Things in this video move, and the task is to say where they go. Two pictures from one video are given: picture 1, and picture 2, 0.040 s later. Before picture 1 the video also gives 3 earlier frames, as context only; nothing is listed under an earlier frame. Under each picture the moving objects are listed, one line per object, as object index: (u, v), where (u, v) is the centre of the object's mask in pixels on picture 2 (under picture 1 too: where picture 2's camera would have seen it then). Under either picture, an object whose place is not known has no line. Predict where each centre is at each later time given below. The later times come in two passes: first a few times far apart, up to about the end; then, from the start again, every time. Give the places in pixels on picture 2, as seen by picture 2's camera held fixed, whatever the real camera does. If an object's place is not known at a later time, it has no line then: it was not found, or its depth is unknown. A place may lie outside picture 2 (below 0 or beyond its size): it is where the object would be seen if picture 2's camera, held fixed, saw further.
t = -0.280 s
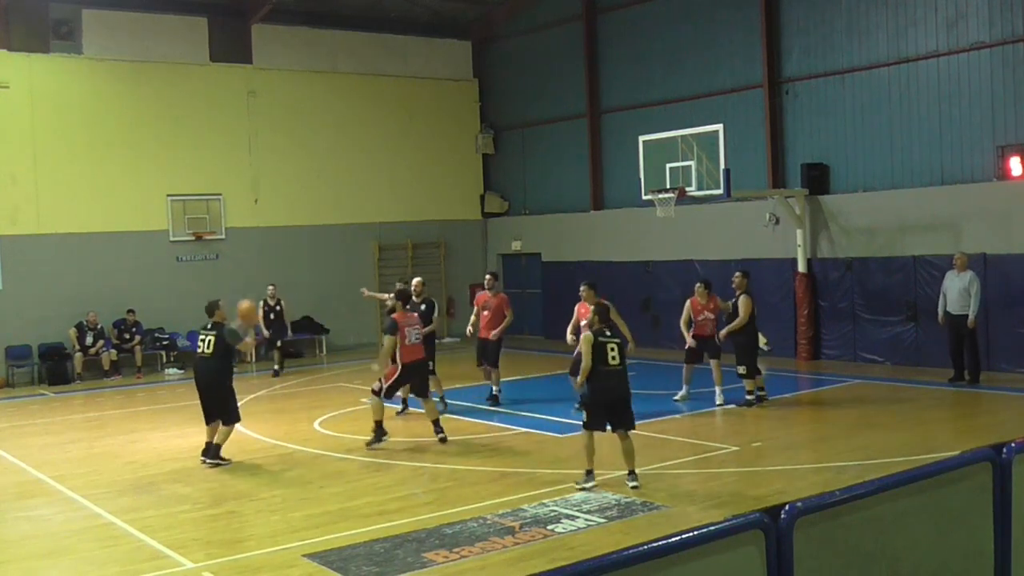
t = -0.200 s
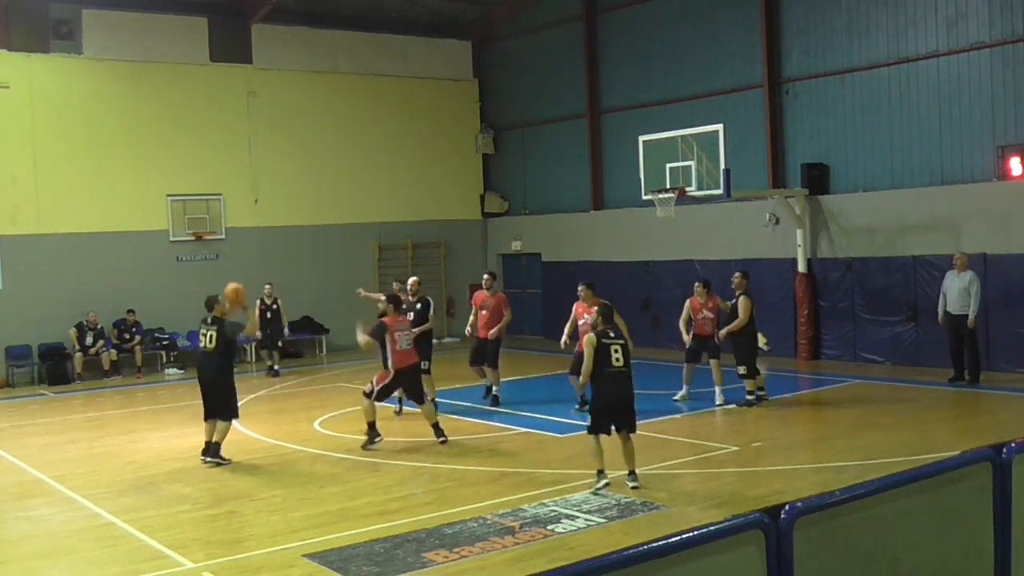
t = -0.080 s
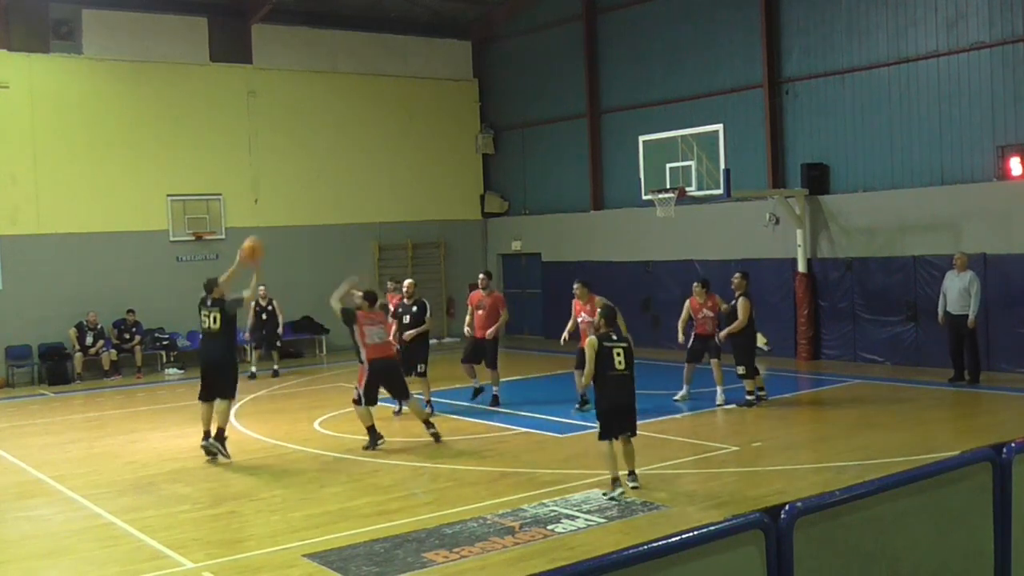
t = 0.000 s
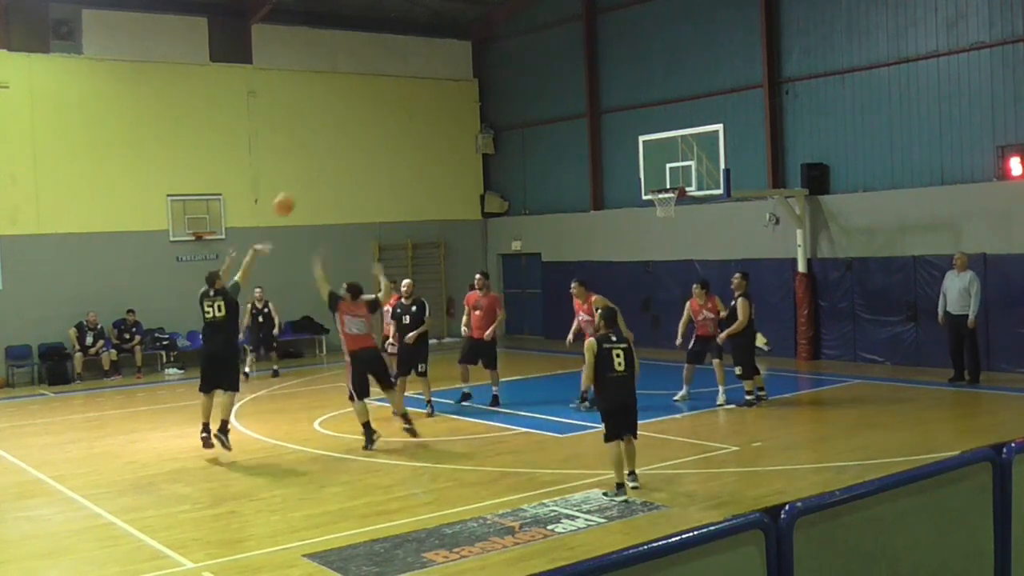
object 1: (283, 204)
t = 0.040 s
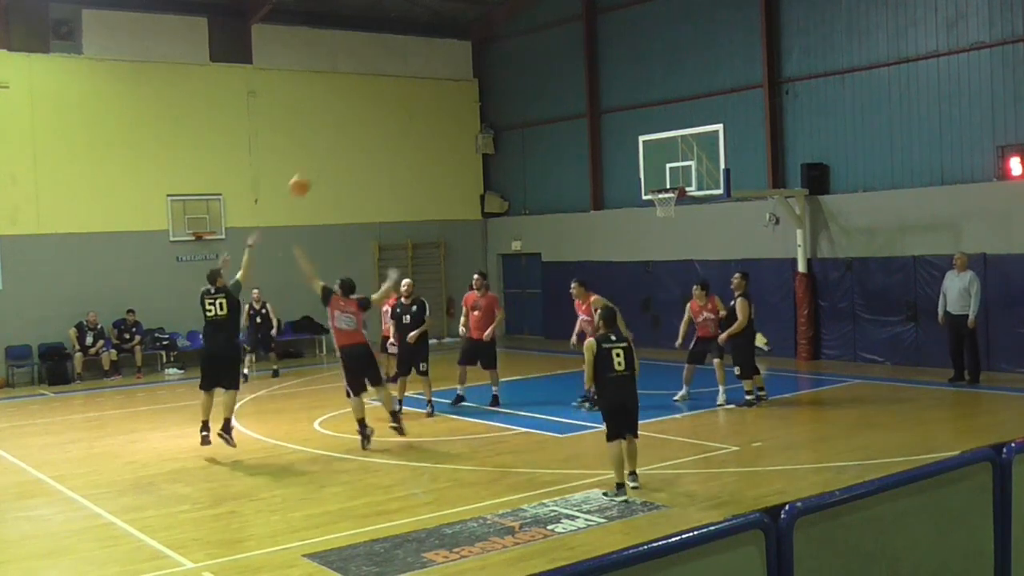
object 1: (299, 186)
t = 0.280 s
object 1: (388, 101)
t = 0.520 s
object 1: (467, 70)
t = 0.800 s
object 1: (548, 86)
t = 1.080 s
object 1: (618, 150)
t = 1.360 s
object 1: (619, 163)
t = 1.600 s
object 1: (583, 161)
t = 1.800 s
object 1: (558, 183)
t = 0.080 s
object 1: (315, 168)
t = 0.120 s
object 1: (330, 151)
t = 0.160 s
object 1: (346, 137)
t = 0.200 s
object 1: (359, 124)
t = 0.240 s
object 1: (374, 112)
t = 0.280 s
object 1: (388, 101)
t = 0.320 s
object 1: (401, 93)
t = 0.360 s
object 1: (415, 87)
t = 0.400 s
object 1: (428, 80)
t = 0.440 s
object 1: (441, 75)
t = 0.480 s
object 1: (454, 72)
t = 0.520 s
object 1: (467, 70)
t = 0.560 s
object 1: (480, 69)
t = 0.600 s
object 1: (492, 69)
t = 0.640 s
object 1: (503, 71)
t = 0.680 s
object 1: (515, 73)
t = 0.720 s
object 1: (527, 76)
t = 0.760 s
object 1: (537, 81)
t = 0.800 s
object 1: (548, 86)
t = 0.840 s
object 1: (559, 93)
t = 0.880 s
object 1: (569, 100)
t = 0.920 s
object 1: (579, 107)
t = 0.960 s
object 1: (590, 118)
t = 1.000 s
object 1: (599, 127)
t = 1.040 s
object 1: (609, 138)
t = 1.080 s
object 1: (618, 150)
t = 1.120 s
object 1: (627, 162)
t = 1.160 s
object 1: (636, 175)
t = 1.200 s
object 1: (643, 185)
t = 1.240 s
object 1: (637, 178)
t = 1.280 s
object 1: (631, 172)
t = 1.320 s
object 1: (625, 167)
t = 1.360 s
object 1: (619, 163)
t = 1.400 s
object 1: (613, 160)
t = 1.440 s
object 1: (607, 158)
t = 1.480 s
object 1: (601, 157)
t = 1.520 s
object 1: (596, 157)
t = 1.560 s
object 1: (589, 158)
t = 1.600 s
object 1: (583, 161)
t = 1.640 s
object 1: (579, 162)
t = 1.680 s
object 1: (573, 167)
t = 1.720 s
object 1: (568, 171)
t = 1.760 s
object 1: (563, 177)
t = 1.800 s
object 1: (558, 183)
